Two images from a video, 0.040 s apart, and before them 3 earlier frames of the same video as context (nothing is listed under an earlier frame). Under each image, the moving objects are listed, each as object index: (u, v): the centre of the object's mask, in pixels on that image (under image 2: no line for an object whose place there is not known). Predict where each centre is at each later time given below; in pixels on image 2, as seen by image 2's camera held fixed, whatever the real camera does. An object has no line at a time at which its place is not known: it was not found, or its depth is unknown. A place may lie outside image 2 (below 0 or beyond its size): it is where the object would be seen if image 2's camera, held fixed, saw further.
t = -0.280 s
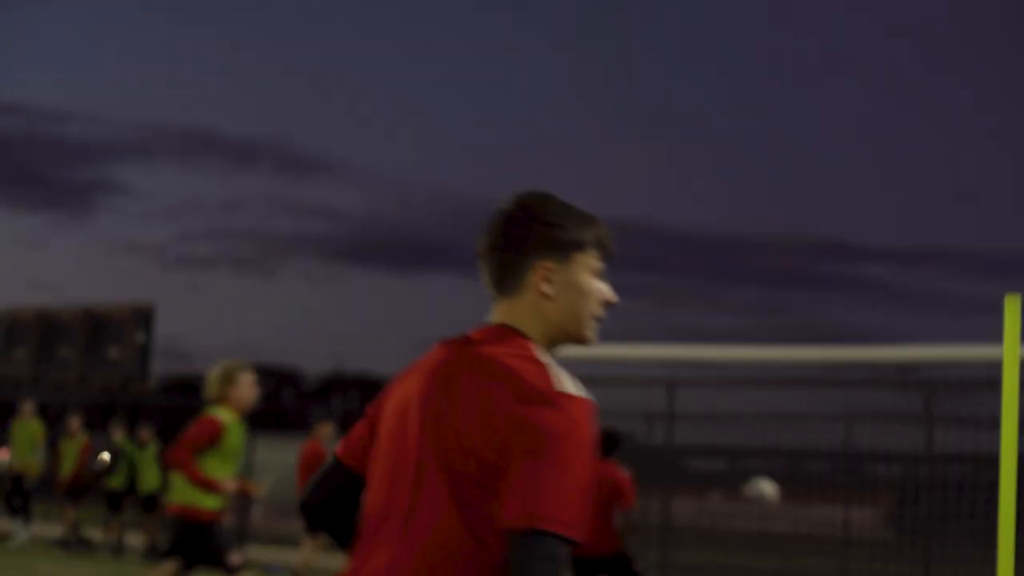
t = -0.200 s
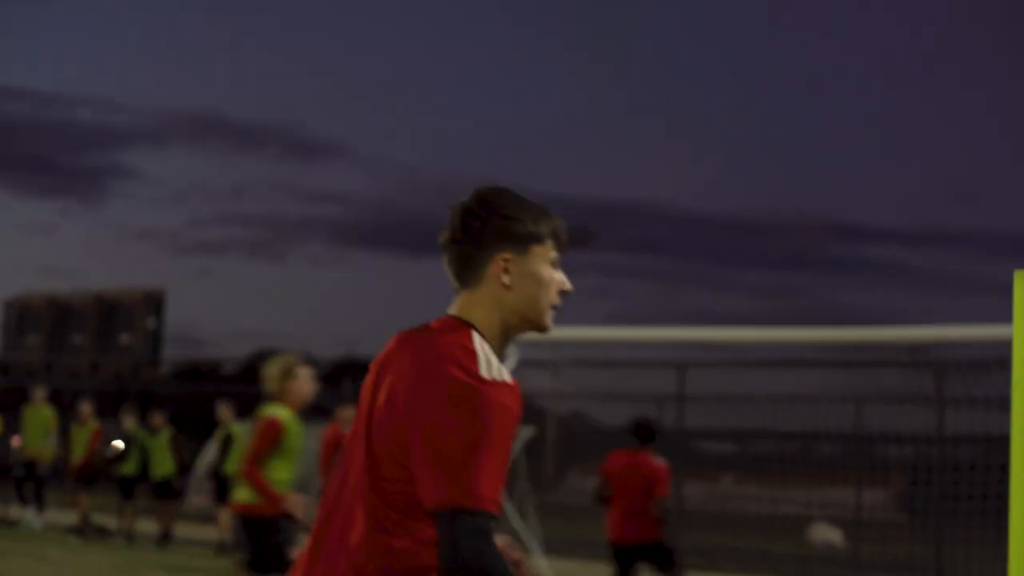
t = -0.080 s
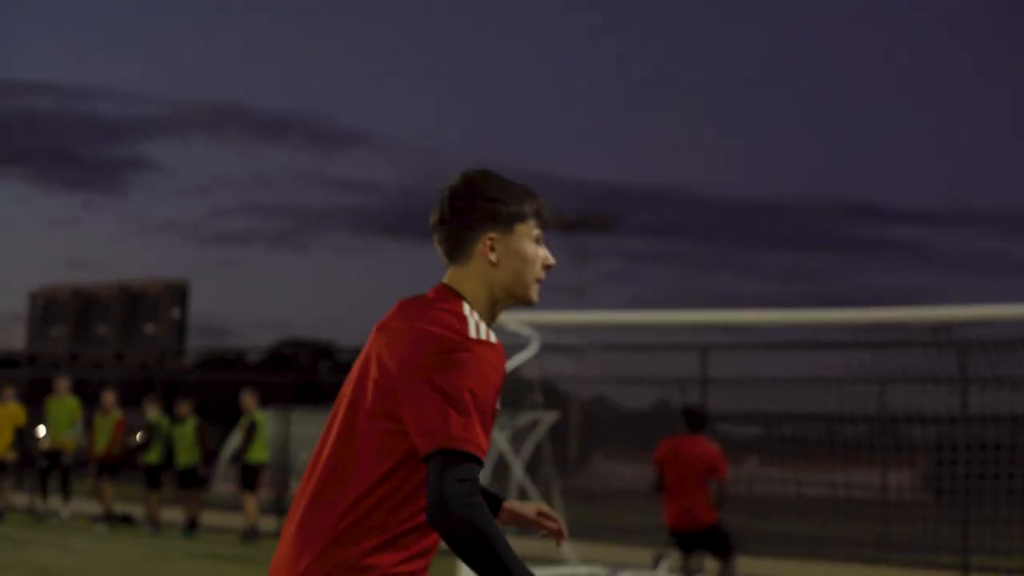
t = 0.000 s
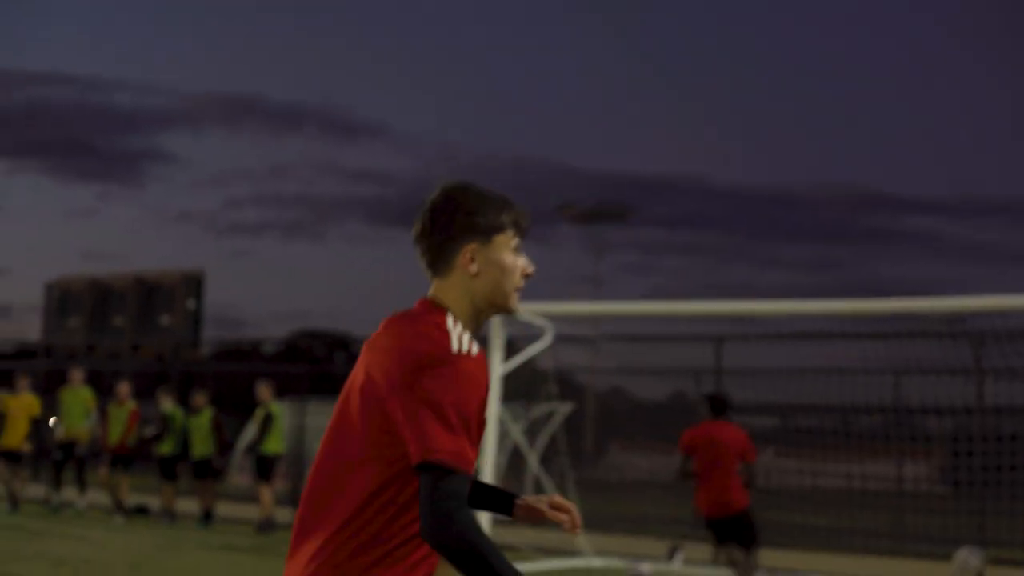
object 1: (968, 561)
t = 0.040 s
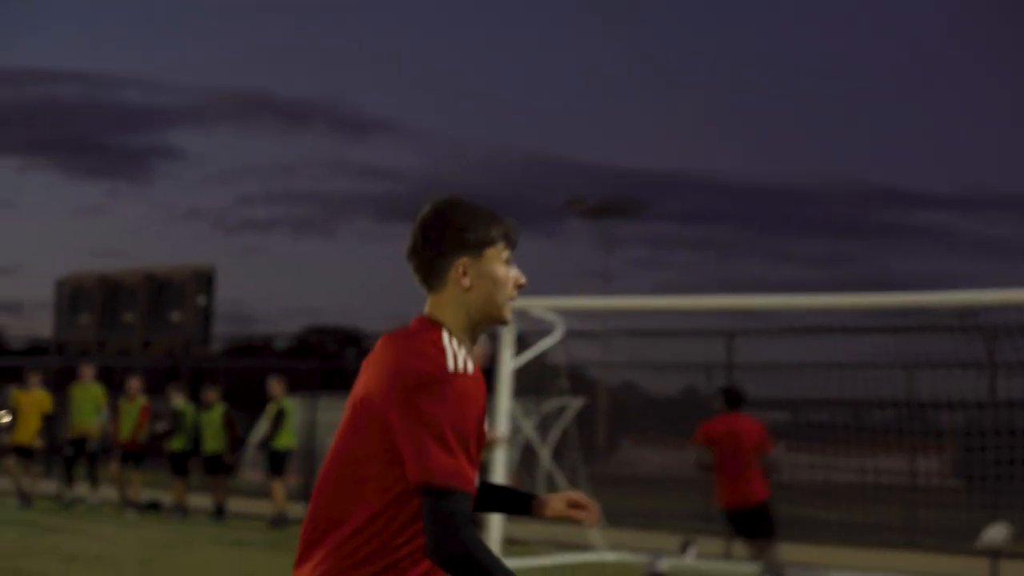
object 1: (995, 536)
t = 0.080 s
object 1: (999, 524)
